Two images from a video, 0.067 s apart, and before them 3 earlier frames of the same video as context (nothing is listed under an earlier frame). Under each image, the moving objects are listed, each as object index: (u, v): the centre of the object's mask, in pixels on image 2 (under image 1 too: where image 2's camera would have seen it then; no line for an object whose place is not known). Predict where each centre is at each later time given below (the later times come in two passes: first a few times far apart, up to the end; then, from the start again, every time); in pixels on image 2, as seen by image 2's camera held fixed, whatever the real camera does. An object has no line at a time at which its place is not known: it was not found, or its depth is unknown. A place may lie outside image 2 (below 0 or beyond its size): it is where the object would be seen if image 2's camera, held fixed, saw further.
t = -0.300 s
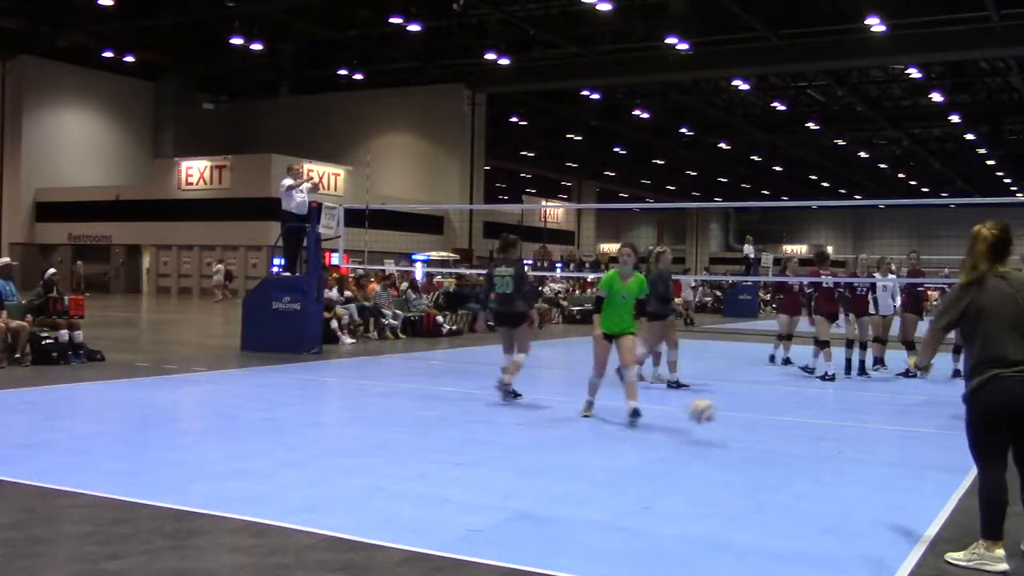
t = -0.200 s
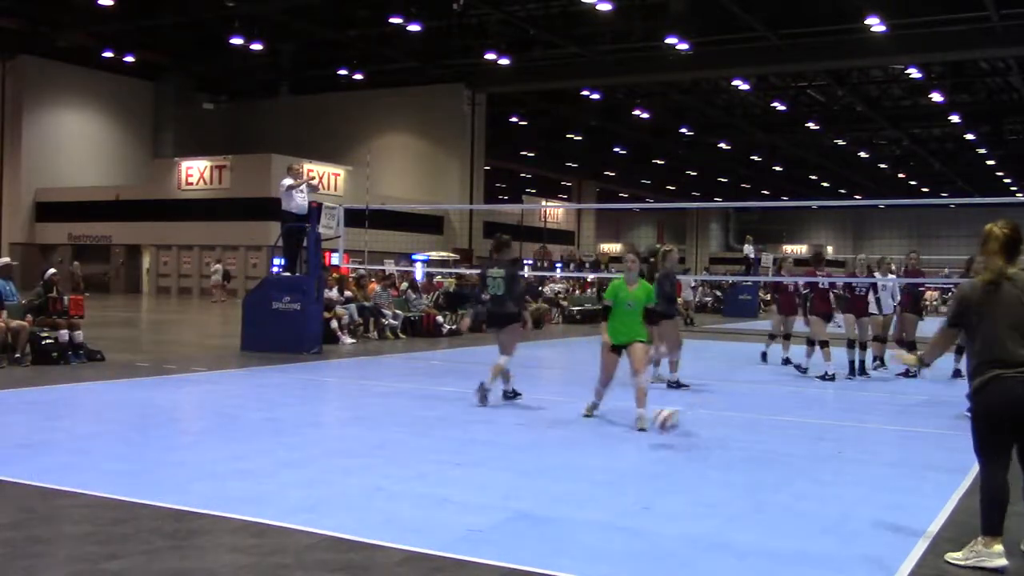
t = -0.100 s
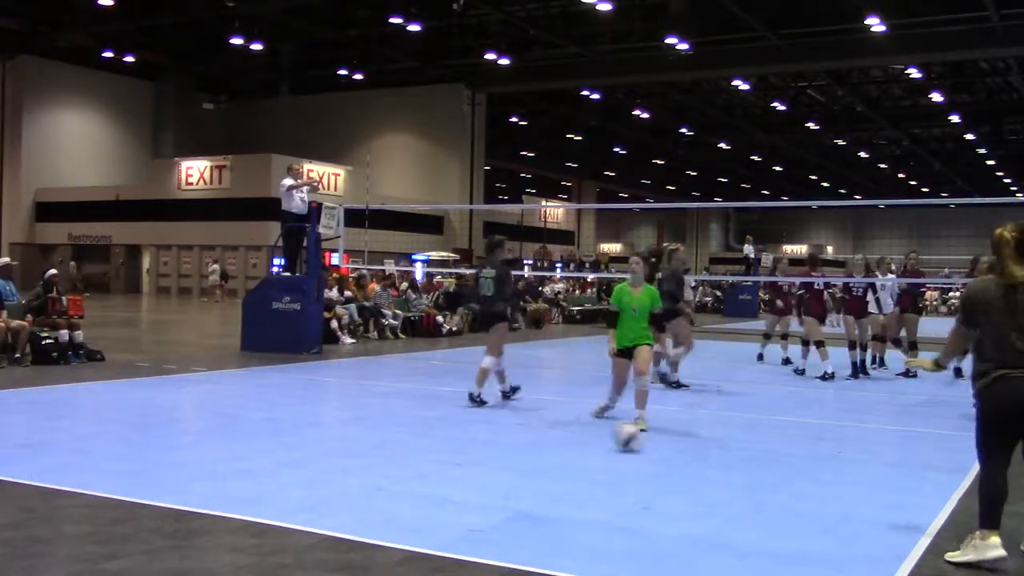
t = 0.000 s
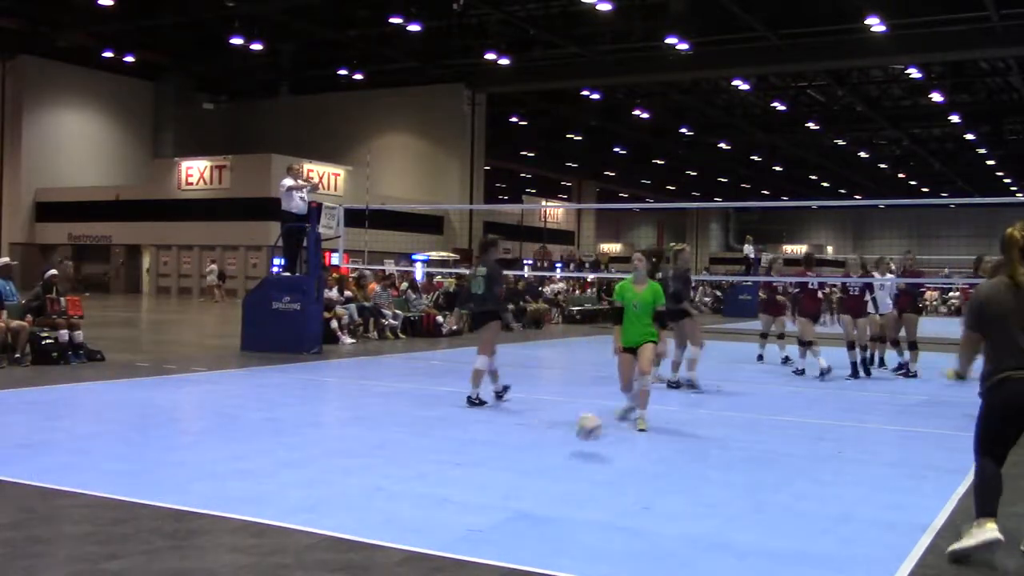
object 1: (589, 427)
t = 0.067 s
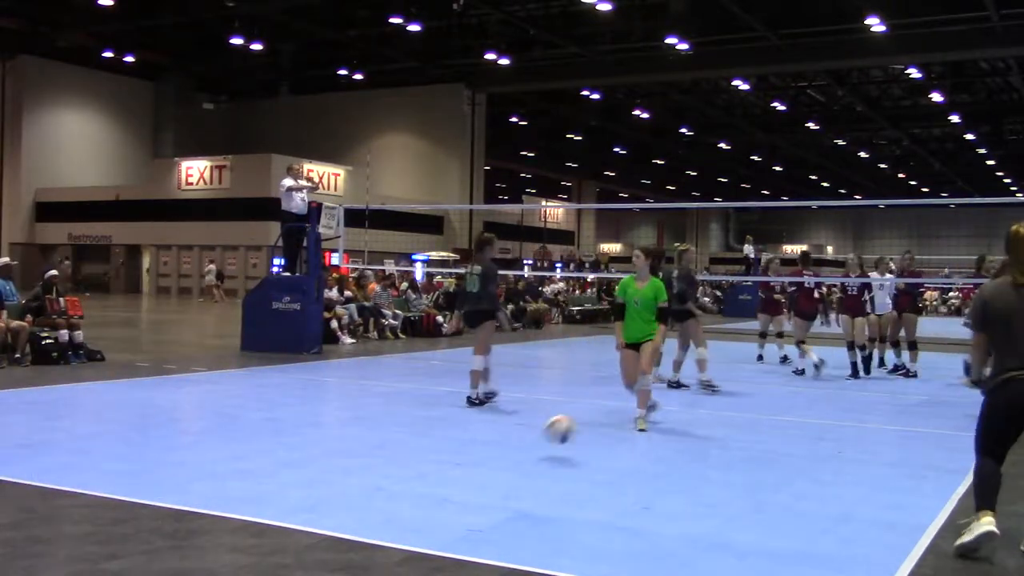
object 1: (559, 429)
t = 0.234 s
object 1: (484, 454)
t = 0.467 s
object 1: (363, 470)
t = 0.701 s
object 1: (218, 487)
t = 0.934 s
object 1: (43, 513)
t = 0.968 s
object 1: (22, 514)
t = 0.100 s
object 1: (547, 432)
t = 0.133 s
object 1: (532, 436)
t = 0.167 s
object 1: (516, 444)
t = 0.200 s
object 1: (501, 453)
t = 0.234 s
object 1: (484, 454)
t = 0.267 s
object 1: (469, 449)
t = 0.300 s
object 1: (453, 447)
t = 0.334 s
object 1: (437, 449)
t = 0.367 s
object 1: (417, 451)
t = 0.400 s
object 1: (401, 455)
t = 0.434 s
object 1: (383, 462)
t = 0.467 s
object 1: (363, 470)
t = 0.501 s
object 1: (344, 471)
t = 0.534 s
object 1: (323, 467)
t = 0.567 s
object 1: (305, 466)
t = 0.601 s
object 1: (284, 467)
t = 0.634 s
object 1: (262, 470)
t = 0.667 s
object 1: (242, 476)
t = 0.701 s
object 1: (218, 487)
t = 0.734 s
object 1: (196, 494)
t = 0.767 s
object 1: (173, 492)
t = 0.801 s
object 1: (149, 491)
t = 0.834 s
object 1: (123, 501)
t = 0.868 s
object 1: (97, 505)
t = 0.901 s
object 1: (72, 507)
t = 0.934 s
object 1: (43, 513)
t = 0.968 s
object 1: (22, 514)
